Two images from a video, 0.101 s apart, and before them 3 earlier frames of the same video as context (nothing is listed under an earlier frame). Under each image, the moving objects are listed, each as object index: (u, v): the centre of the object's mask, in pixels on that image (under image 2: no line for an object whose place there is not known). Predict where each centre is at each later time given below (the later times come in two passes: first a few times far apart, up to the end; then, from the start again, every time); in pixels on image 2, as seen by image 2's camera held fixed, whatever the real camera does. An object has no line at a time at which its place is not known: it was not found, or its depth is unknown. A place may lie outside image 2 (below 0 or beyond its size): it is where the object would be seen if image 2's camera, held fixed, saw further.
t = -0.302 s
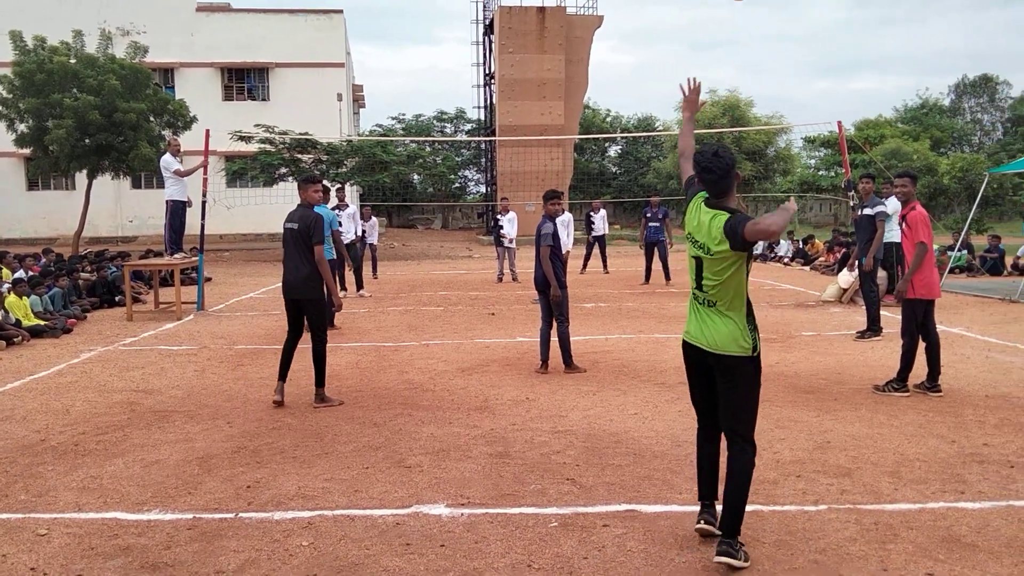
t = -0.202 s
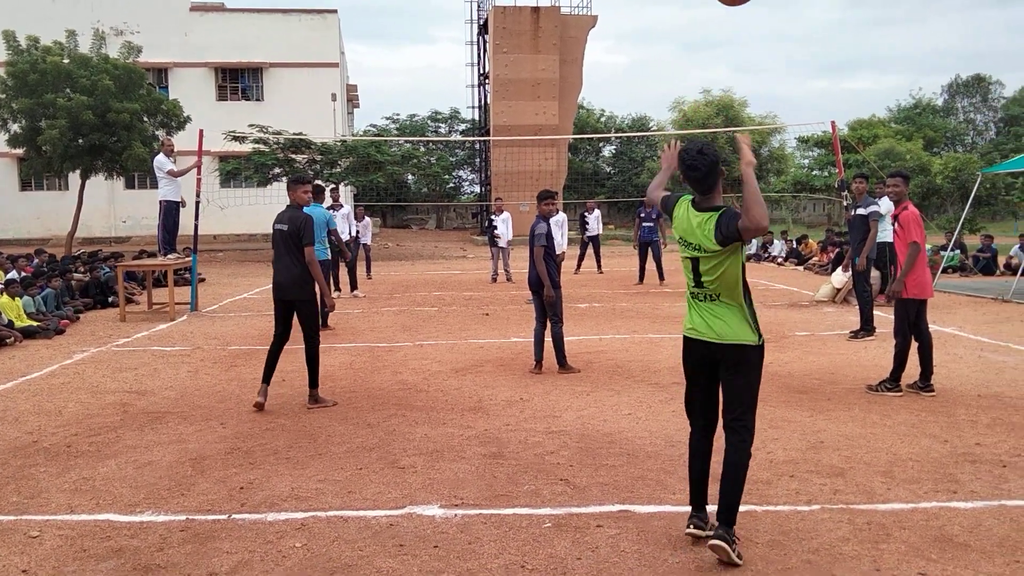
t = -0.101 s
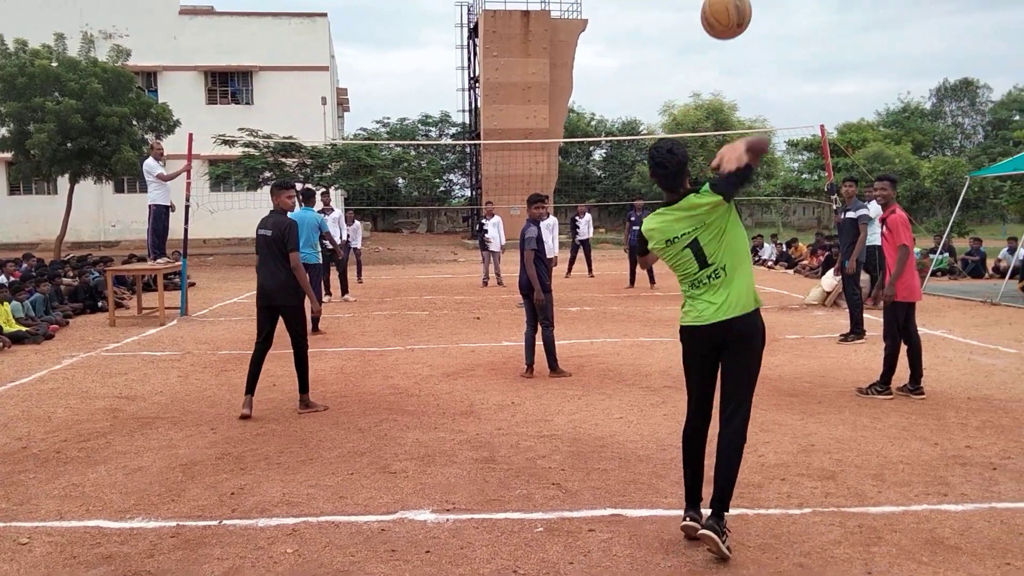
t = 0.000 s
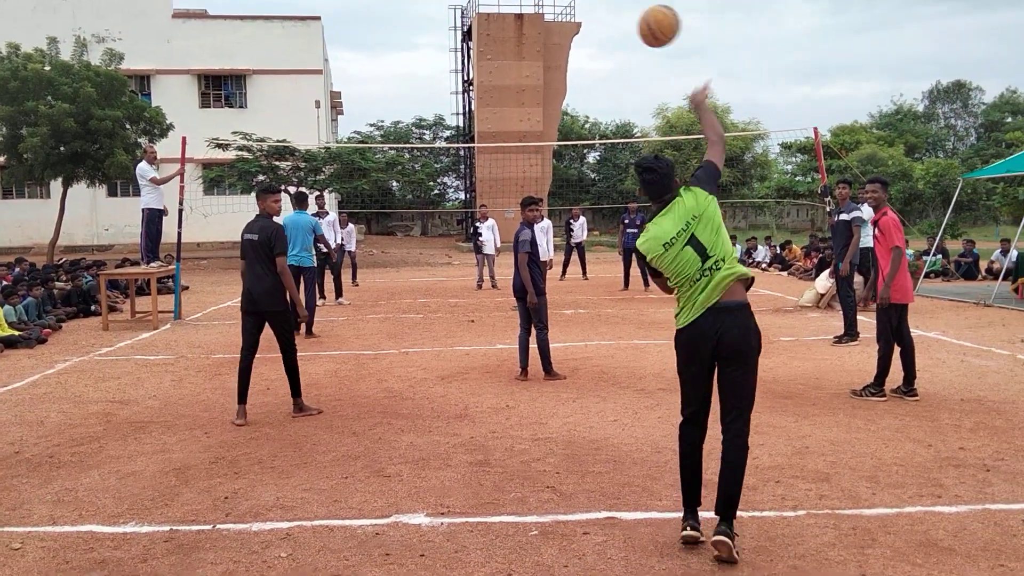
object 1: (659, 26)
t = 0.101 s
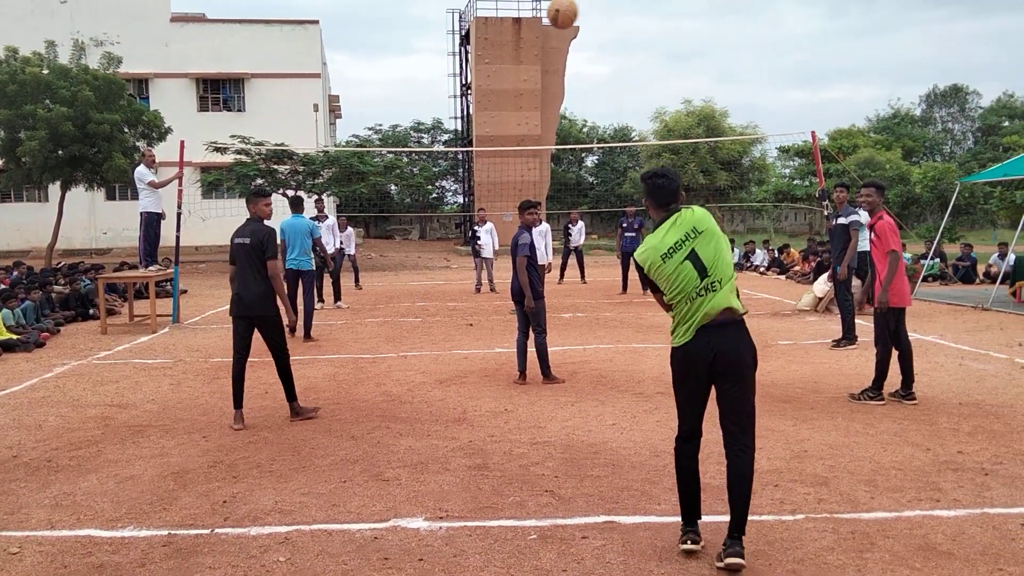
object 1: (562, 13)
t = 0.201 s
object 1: (503, 16)
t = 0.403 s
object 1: (427, 43)
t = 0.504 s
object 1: (401, 65)
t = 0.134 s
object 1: (540, 12)
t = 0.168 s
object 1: (520, 12)
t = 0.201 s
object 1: (503, 16)
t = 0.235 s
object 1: (487, 19)
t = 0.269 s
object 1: (473, 23)
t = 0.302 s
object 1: (460, 27)
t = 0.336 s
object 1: (448, 32)
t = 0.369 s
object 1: (437, 37)
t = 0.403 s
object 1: (427, 43)
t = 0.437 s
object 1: (418, 50)
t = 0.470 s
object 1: (409, 57)
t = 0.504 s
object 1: (401, 65)
